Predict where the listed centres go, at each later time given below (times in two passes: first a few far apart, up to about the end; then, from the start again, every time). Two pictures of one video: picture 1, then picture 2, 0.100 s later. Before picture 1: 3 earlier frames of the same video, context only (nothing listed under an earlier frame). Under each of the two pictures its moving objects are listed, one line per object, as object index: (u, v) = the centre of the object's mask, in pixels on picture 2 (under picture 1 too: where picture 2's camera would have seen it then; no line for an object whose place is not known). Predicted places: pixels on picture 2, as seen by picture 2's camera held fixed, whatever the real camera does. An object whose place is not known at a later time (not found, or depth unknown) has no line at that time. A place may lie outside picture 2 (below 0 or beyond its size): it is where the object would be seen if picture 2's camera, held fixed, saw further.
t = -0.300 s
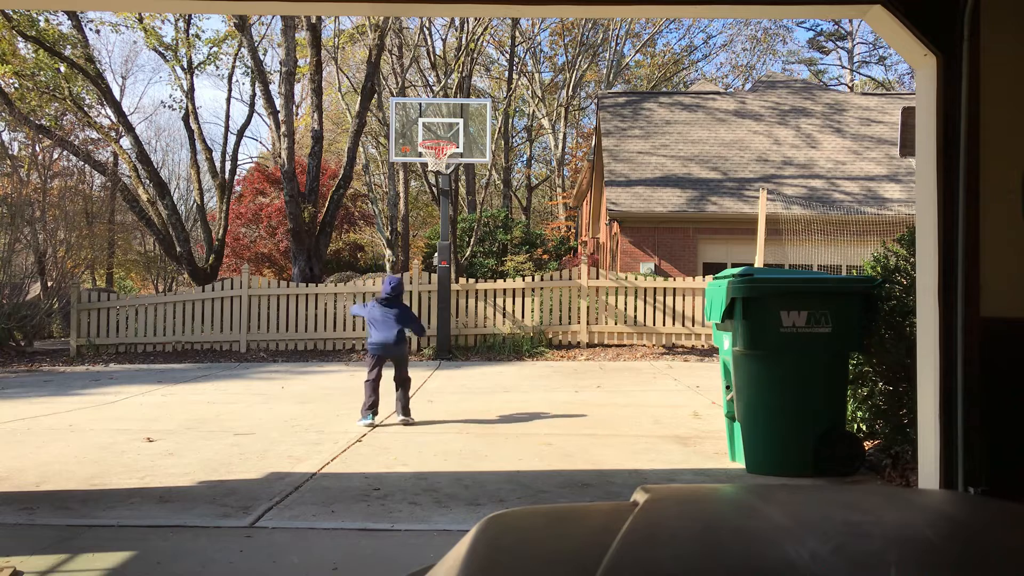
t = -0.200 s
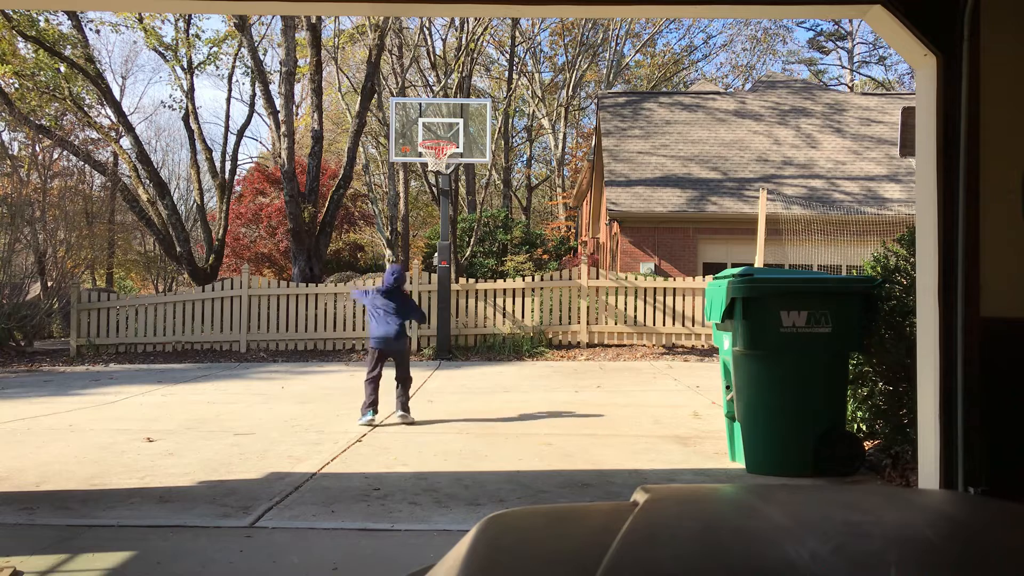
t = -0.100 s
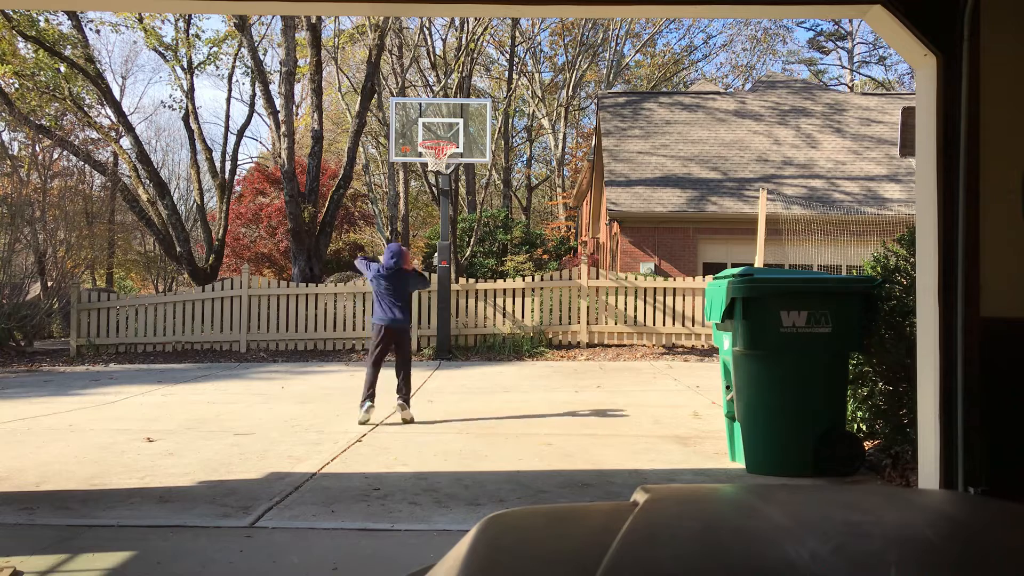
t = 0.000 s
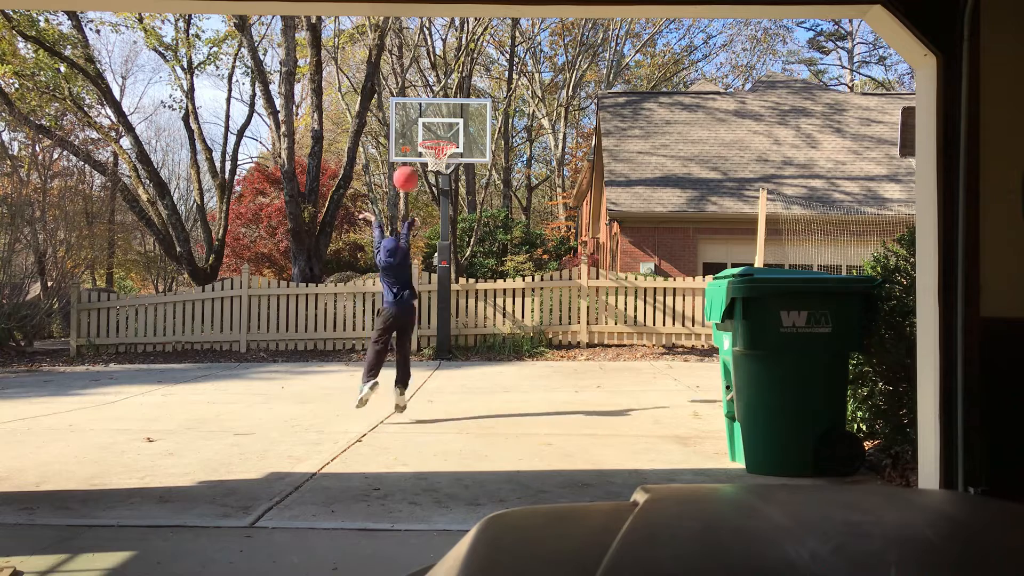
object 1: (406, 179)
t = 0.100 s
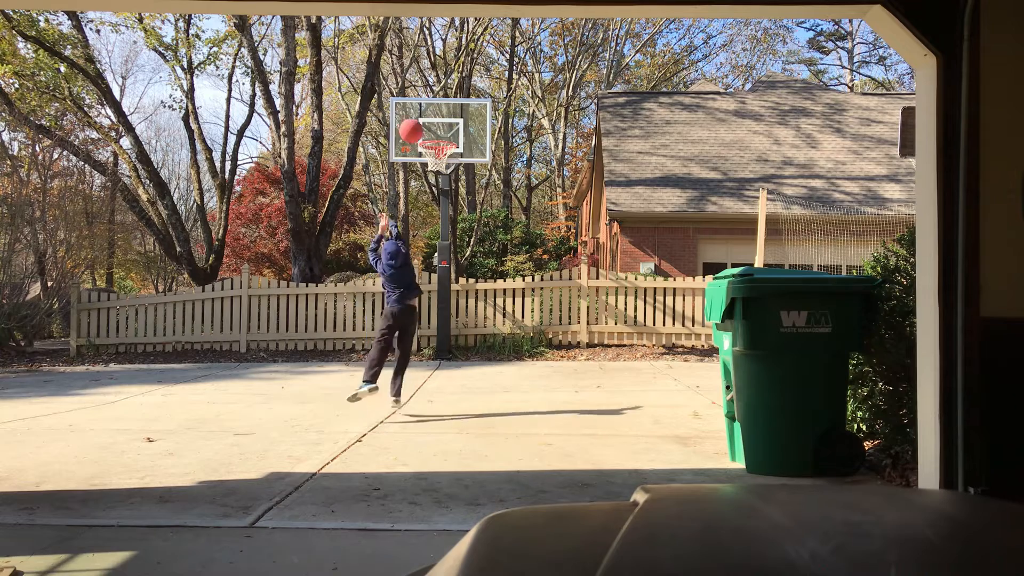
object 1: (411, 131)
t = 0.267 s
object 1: (418, 80)
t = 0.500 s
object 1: (426, 62)
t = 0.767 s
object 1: (435, 103)
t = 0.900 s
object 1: (439, 137)
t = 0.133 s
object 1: (412, 118)
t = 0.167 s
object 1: (414, 107)
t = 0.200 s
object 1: (415, 97)
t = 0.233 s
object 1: (416, 88)
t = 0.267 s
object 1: (418, 80)
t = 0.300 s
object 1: (420, 75)
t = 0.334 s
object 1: (421, 70)
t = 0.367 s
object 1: (422, 66)
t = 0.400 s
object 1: (423, 63)
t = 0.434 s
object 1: (425, 62)
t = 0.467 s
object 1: (426, 62)
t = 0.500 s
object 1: (426, 62)
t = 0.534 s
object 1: (429, 65)
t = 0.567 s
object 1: (430, 68)
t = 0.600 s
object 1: (430, 72)
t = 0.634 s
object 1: (431, 77)
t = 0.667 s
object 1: (432, 83)
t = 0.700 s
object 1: (433, 89)
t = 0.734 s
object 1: (434, 95)
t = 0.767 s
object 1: (435, 103)
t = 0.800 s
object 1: (435, 111)
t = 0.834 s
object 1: (436, 120)
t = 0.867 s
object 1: (437, 131)
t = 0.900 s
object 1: (439, 137)
